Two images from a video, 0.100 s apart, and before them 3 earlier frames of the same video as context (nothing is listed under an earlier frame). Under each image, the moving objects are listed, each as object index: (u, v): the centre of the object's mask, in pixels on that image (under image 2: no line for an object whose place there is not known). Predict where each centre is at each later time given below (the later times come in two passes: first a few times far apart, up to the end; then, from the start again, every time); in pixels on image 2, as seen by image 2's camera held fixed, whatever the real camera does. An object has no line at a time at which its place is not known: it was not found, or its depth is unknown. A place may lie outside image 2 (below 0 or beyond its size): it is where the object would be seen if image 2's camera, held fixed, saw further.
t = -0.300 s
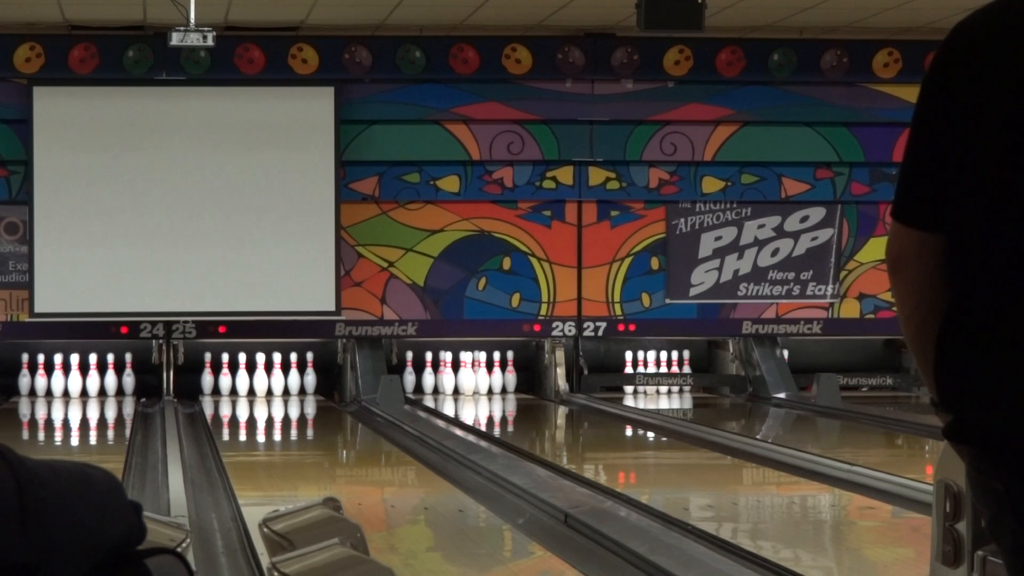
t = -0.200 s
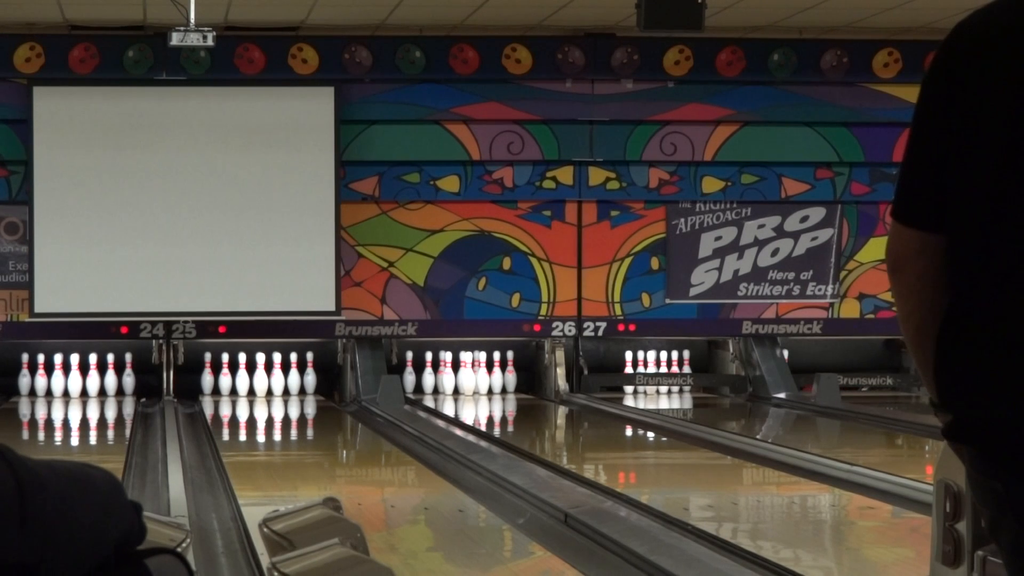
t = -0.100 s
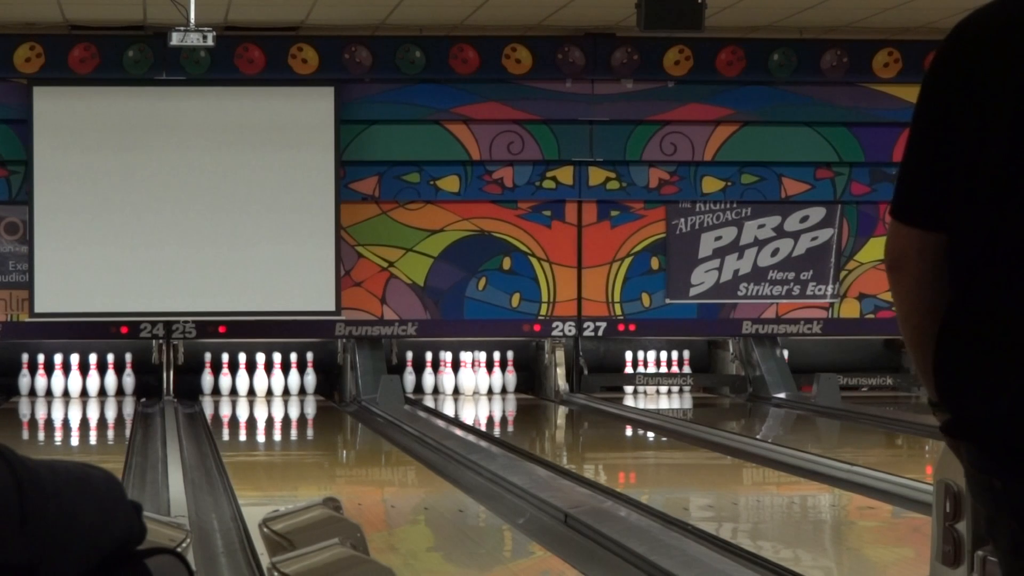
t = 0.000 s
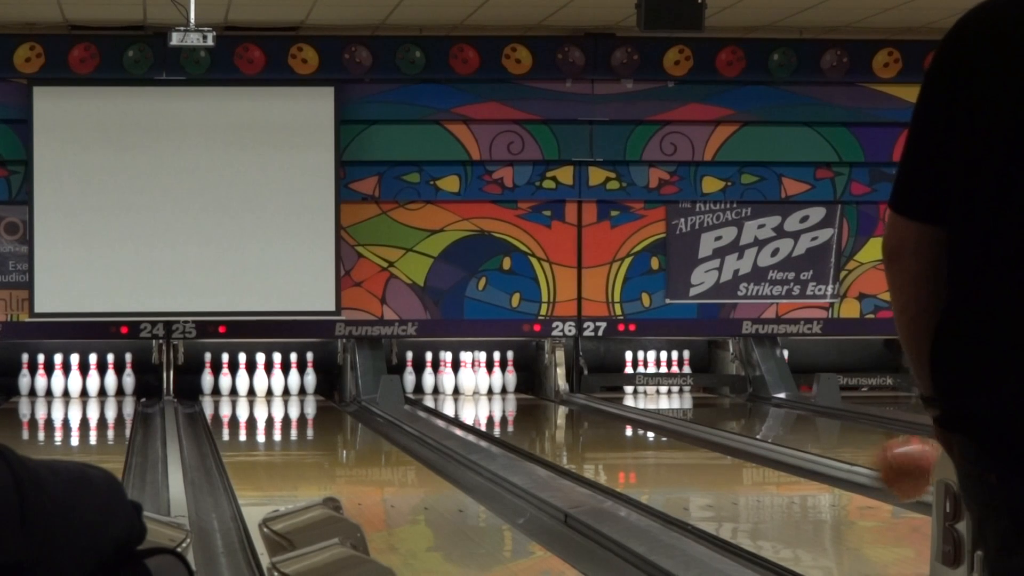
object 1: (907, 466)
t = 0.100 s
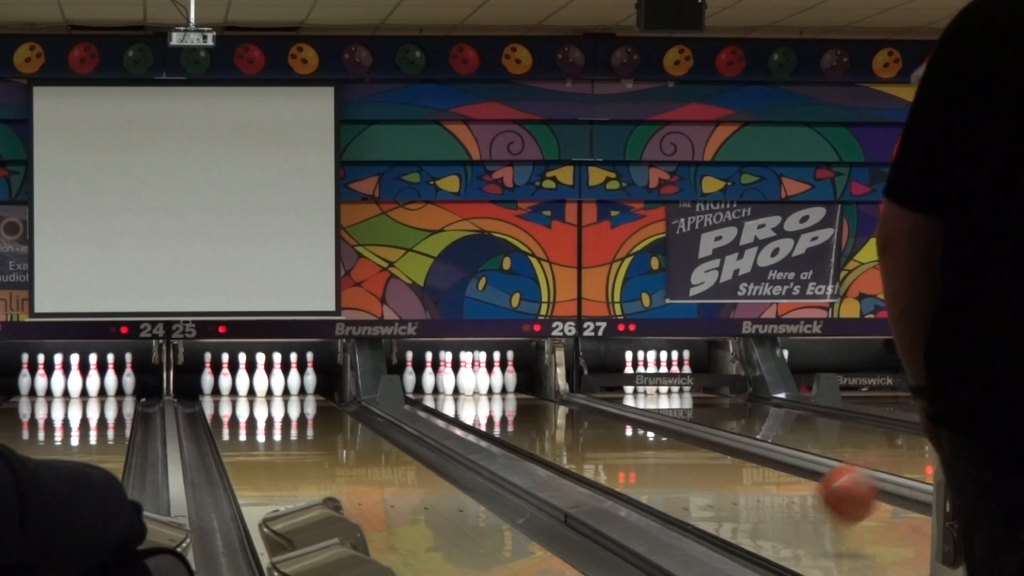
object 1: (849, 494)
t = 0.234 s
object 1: (782, 501)
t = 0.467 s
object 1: (690, 478)
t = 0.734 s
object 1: (614, 453)
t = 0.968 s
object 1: (565, 438)
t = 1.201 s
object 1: (527, 424)
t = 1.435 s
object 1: (497, 413)
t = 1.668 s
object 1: (477, 403)
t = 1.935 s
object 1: (465, 395)
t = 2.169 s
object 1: (463, 388)
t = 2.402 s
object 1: (464, 383)
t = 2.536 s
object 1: (472, 381)
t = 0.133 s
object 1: (831, 507)
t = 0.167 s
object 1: (814, 515)
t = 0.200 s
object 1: (796, 506)
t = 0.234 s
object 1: (782, 501)
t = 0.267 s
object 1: (767, 497)
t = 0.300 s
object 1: (753, 496)
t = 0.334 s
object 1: (739, 493)
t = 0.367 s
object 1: (726, 490)
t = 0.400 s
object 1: (714, 485)
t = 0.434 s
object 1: (701, 482)
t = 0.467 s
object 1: (690, 478)
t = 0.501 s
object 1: (679, 475)
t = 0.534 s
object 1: (670, 471)
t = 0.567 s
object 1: (658, 467)
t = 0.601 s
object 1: (648, 464)
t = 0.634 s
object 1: (639, 462)
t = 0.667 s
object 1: (631, 459)
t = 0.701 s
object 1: (622, 457)
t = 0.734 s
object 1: (614, 453)
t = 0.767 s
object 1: (606, 451)
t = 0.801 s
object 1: (599, 449)
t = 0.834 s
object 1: (591, 446)
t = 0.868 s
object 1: (584, 444)
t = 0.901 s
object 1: (578, 441)
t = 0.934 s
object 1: (571, 439)
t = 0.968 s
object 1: (565, 438)
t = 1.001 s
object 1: (560, 436)
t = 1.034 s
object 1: (551, 433)
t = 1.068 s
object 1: (546, 431)
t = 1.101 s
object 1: (541, 428)
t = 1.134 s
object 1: (535, 427)
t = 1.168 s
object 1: (532, 425)
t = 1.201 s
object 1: (527, 424)
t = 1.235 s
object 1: (522, 423)
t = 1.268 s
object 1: (518, 421)
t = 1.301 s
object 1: (513, 419)
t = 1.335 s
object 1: (509, 418)
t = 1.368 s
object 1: (505, 416)
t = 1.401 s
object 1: (501, 414)
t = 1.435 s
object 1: (497, 413)
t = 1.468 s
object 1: (494, 411)
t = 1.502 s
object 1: (491, 410)
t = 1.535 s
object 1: (488, 408)
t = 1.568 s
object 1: (485, 407)
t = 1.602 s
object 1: (482, 406)
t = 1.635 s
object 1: (479, 405)
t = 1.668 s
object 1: (477, 403)
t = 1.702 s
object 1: (475, 402)
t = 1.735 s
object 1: (473, 401)
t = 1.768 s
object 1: (471, 399)
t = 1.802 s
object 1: (470, 398)
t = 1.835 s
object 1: (468, 397)
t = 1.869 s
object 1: (467, 396)
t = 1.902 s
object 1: (466, 395)
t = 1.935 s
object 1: (465, 395)
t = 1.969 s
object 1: (464, 394)
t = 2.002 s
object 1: (464, 392)
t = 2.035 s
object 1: (463, 391)
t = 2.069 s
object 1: (463, 390)
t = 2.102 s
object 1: (463, 389)
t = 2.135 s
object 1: (463, 389)
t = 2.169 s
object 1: (463, 388)
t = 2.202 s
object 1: (463, 387)
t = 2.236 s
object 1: (463, 386)
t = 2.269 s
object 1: (464, 386)
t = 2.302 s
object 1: (465, 385)
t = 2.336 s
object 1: (464, 384)
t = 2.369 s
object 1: (464, 383)
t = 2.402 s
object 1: (464, 383)
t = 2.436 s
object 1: (466, 382)
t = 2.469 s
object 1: (468, 382)
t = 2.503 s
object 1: (471, 382)
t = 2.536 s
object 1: (472, 381)
